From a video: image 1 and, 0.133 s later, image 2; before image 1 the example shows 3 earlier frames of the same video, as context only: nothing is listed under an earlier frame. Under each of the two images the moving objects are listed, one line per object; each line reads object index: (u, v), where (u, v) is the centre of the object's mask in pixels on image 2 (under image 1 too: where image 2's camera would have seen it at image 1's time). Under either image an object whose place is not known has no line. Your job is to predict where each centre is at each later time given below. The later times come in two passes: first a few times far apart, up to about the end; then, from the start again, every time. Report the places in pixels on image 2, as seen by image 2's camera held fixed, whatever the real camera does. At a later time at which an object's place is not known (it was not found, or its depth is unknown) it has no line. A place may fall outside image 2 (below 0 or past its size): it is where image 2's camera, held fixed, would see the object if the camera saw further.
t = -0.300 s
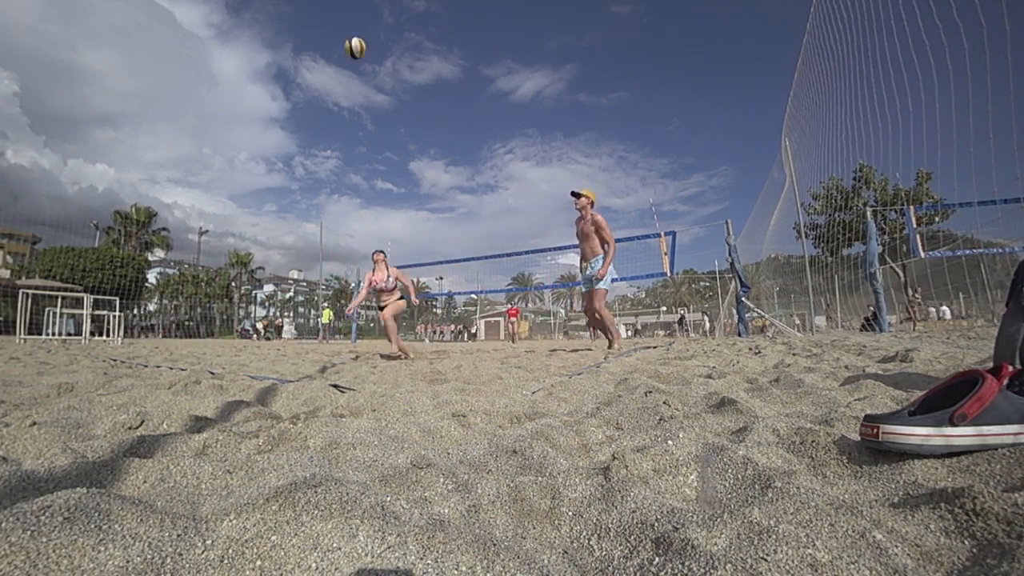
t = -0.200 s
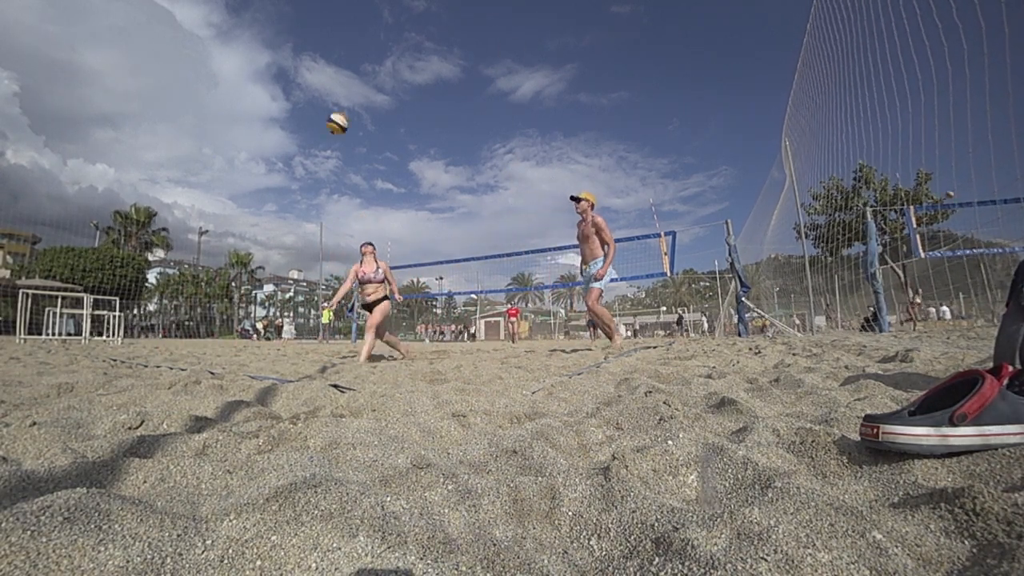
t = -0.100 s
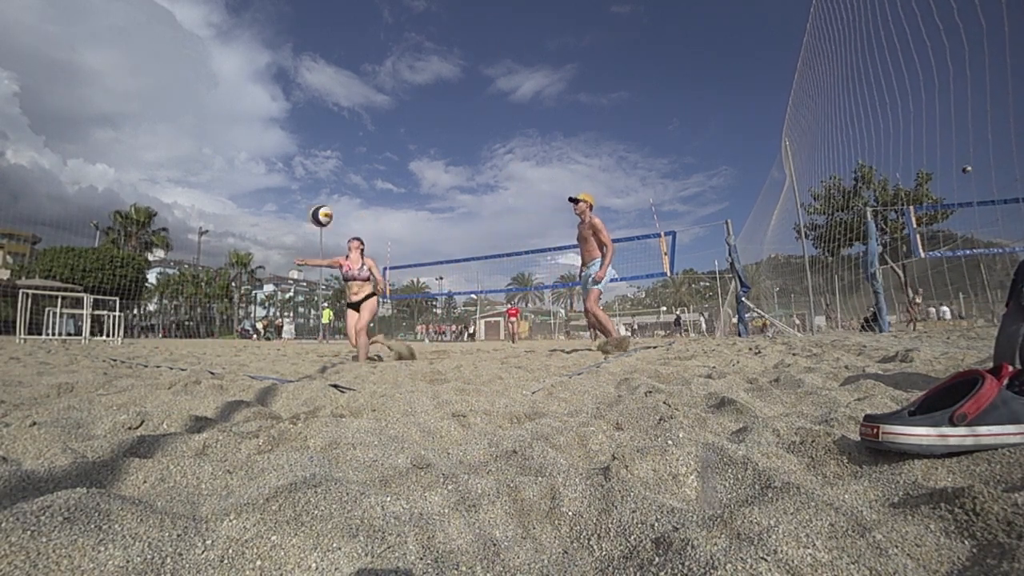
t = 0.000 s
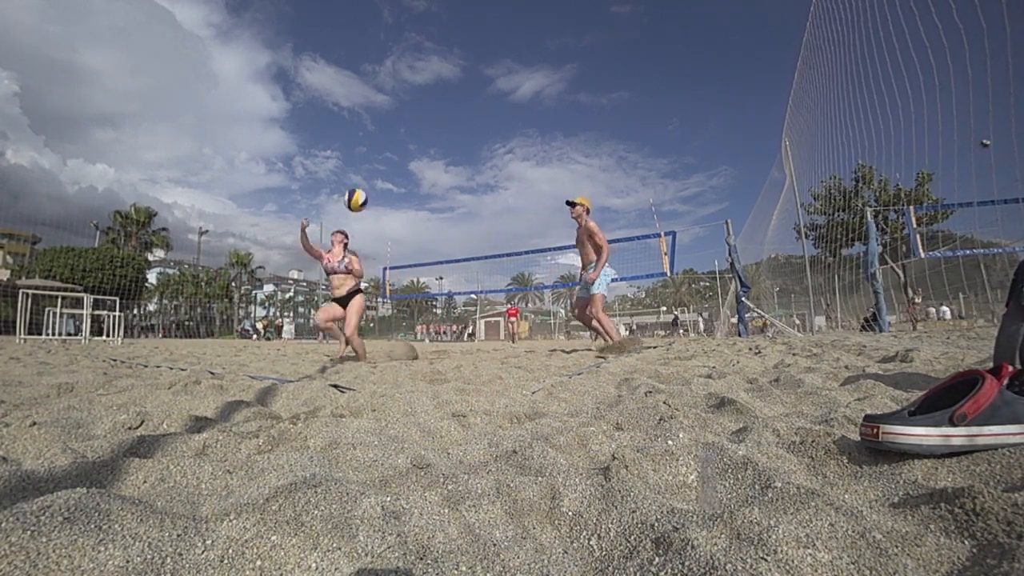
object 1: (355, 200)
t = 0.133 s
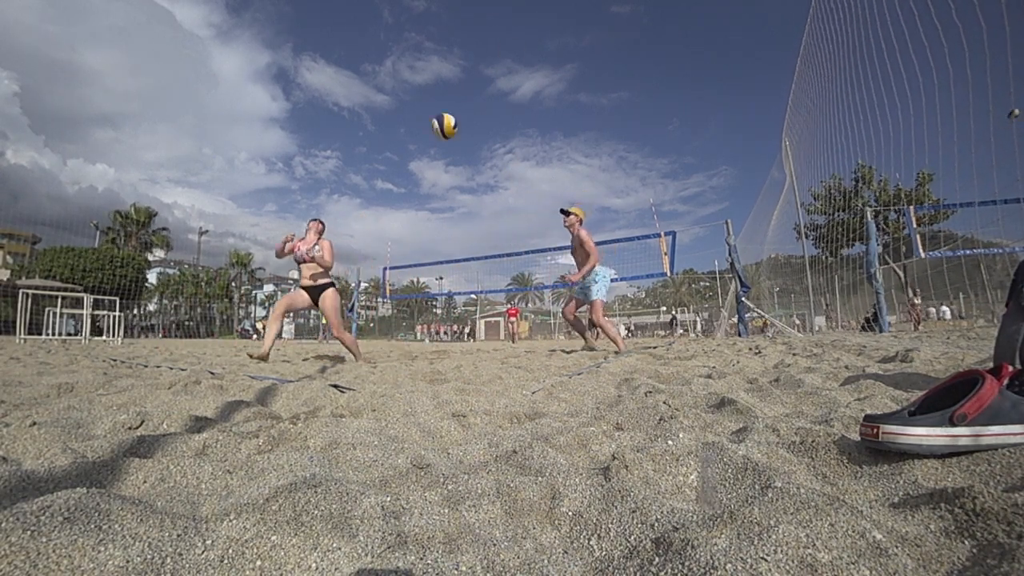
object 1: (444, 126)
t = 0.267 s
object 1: (548, 70)
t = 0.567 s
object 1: (821, 36)
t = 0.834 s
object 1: (942, 44)
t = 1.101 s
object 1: (901, 99)
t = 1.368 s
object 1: (849, 237)
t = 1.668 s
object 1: (765, 341)
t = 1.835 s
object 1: (716, 343)
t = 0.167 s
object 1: (469, 110)
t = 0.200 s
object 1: (495, 95)
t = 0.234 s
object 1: (521, 82)
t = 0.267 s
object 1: (548, 70)
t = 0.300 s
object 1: (576, 60)
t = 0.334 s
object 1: (604, 51)
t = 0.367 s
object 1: (634, 43)
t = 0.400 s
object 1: (664, 38)
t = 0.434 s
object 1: (694, 34)
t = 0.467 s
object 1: (725, 31)
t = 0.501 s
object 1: (756, 30)
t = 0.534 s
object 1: (789, 32)
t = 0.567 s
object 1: (821, 36)
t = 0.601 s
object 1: (854, 41)
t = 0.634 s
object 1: (884, 45)
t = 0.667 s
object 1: (907, 44)
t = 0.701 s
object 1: (922, 41)
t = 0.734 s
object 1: (930, 41)
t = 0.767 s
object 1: (936, 41)
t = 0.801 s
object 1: (941, 42)
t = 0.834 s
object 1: (942, 44)
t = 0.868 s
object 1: (942, 47)
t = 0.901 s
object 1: (939, 51)
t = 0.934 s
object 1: (933, 57)
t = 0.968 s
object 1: (928, 63)
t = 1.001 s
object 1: (921, 70)
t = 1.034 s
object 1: (915, 79)
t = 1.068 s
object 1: (908, 88)
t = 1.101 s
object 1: (901, 99)
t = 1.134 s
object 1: (894, 111)
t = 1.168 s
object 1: (888, 125)
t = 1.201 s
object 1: (881, 139)
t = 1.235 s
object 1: (876, 155)
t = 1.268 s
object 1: (869, 174)
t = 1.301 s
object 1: (863, 193)
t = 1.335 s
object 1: (856, 214)
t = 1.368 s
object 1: (849, 237)
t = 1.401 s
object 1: (844, 261)
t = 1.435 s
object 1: (837, 287)
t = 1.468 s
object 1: (830, 315)
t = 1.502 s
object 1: (823, 341)
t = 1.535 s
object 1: (811, 343)
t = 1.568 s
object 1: (799, 342)
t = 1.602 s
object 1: (788, 340)
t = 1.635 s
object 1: (777, 340)
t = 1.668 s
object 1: (765, 341)
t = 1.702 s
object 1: (753, 342)
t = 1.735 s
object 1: (743, 345)
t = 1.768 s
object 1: (733, 343)
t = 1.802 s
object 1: (724, 343)
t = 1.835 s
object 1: (716, 343)
